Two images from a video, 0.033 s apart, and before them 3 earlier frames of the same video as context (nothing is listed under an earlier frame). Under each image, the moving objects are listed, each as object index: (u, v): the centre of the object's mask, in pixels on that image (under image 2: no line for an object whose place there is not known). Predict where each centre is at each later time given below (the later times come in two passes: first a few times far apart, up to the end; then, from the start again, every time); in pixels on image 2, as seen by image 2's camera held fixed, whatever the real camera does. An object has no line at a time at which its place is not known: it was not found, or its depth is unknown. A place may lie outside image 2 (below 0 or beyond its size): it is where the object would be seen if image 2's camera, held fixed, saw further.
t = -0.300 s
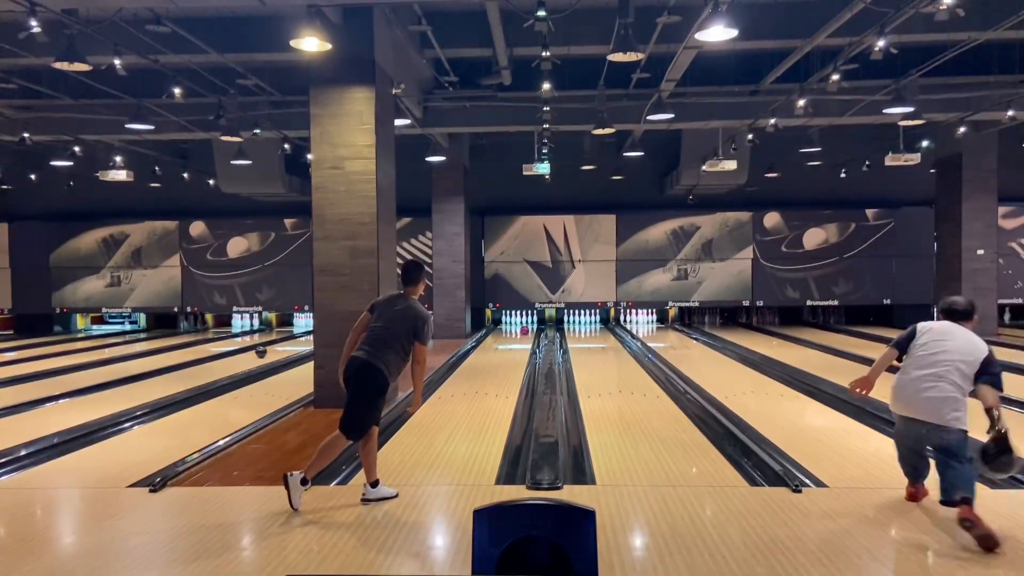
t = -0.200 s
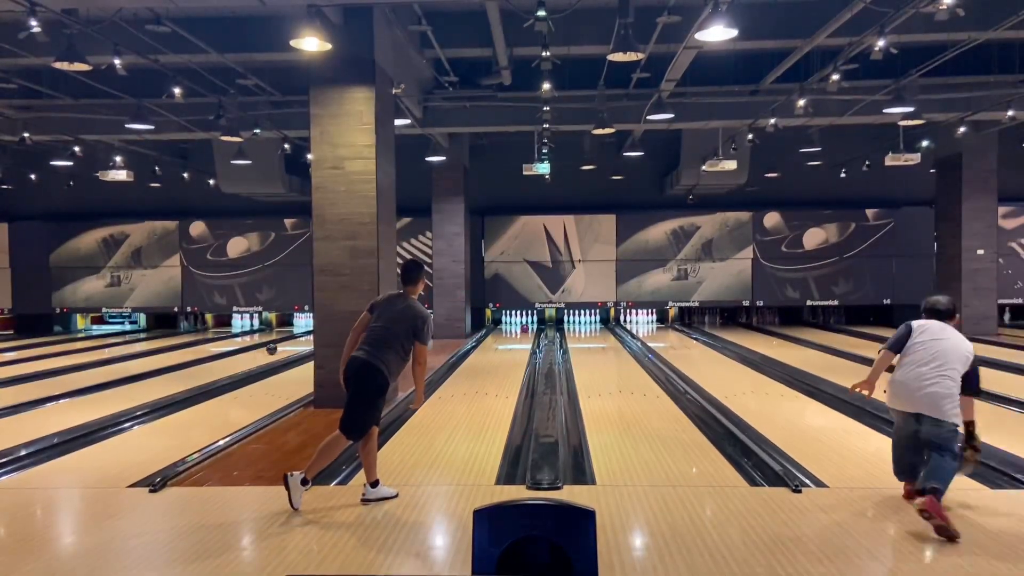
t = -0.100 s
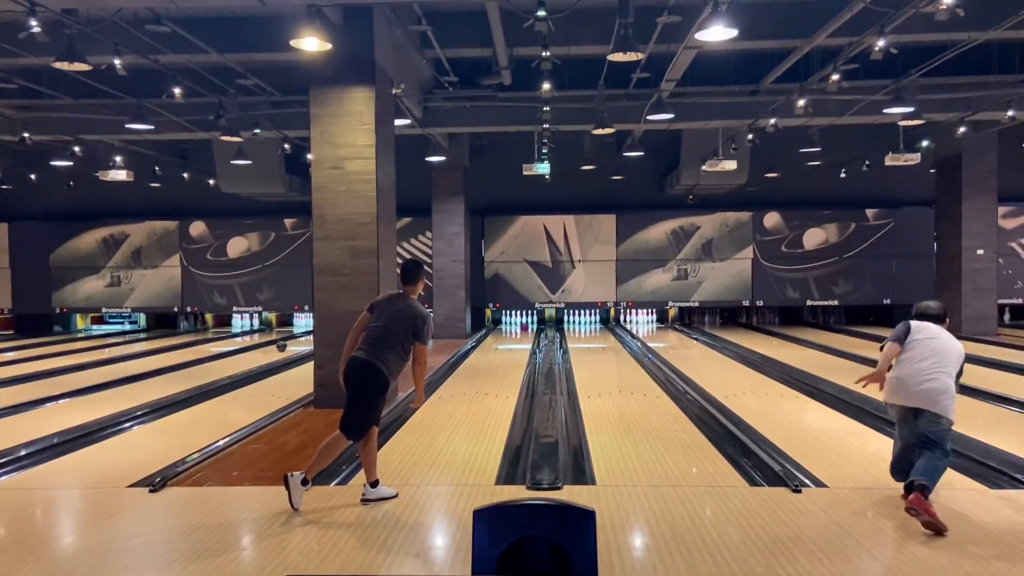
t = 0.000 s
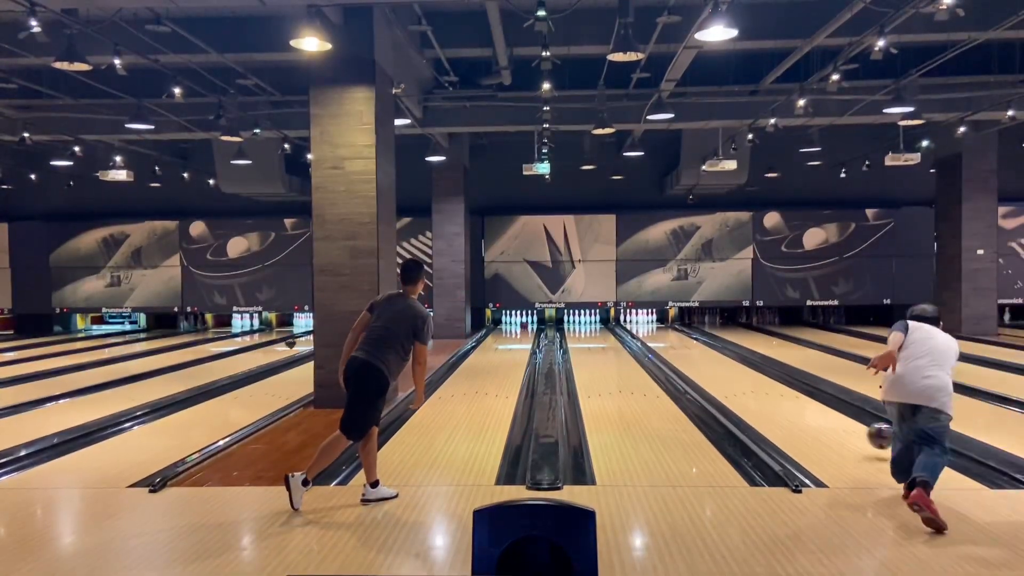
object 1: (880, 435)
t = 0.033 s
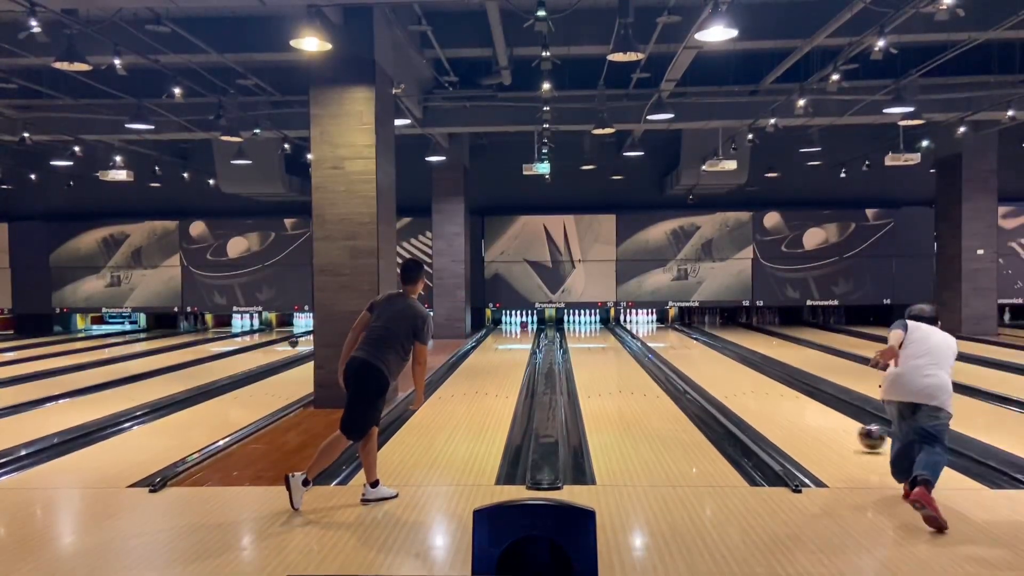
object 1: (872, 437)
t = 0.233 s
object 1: (826, 412)
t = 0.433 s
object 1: (791, 394)
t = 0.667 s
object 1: (761, 378)
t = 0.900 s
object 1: (738, 365)
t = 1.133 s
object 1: (719, 355)
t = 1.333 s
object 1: (706, 348)
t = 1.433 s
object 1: (700, 345)
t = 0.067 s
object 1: (863, 434)
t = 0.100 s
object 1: (854, 429)
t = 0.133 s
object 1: (847, 424)
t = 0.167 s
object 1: (840, 420)
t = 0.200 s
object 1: (833, 415)
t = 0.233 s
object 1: (826, 412)
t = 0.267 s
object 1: (819, 409)
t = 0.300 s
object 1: (813, 405)
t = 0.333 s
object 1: (807, 403)
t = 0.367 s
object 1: (802, 400)
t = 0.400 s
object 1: (797, 397)
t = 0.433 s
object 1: (791, 394)
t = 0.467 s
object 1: (786, 391)
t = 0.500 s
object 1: (782, 389)
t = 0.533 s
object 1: (777, 387)
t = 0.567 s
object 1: (773, 384)
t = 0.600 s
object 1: (769, 382)
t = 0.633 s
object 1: (765, 379)
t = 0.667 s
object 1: (761, 378)
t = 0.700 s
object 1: (758, 376)
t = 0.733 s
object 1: (754, 374)
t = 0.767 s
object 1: (750, 372)
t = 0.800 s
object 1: (747, 370)
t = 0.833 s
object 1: (744, 368)
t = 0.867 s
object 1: (741, 367)
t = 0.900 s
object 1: (738, 365)
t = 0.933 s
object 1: (735, 363)
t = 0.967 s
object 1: (732, 361)
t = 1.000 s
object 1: (729, 360)
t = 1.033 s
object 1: (727, 359)
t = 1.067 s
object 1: (724, 358)
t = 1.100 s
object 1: (721, 356)
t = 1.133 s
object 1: (719, 355)
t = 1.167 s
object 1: (717, 354)
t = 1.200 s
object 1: (714, 353)
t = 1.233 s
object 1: (712, 352)
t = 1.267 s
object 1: (710, 351)
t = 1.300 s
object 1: (708, 349)
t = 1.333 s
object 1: (706, 348)
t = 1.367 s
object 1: (704, 347)
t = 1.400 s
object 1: (702, 346)
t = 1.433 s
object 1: (700, 345)
